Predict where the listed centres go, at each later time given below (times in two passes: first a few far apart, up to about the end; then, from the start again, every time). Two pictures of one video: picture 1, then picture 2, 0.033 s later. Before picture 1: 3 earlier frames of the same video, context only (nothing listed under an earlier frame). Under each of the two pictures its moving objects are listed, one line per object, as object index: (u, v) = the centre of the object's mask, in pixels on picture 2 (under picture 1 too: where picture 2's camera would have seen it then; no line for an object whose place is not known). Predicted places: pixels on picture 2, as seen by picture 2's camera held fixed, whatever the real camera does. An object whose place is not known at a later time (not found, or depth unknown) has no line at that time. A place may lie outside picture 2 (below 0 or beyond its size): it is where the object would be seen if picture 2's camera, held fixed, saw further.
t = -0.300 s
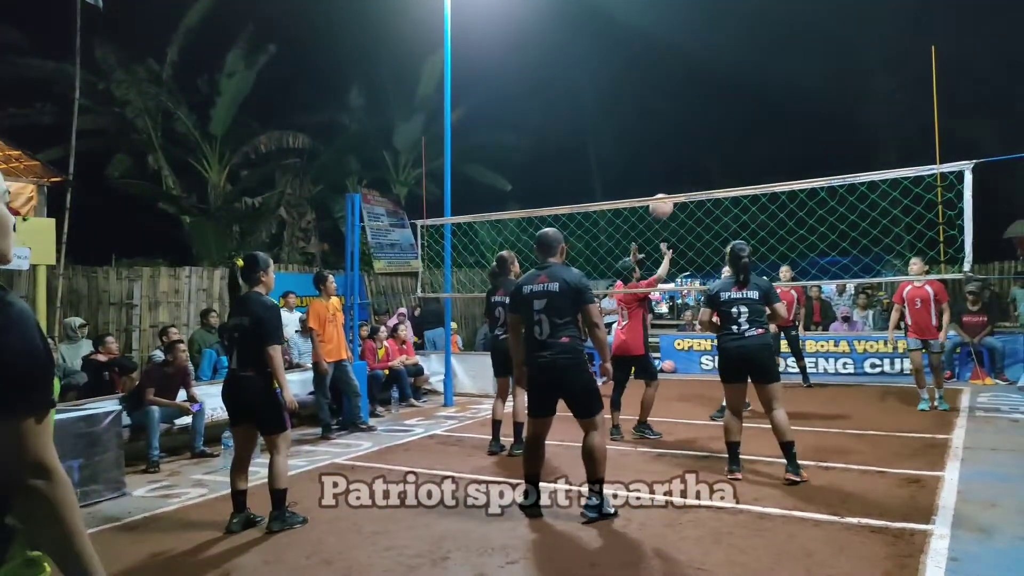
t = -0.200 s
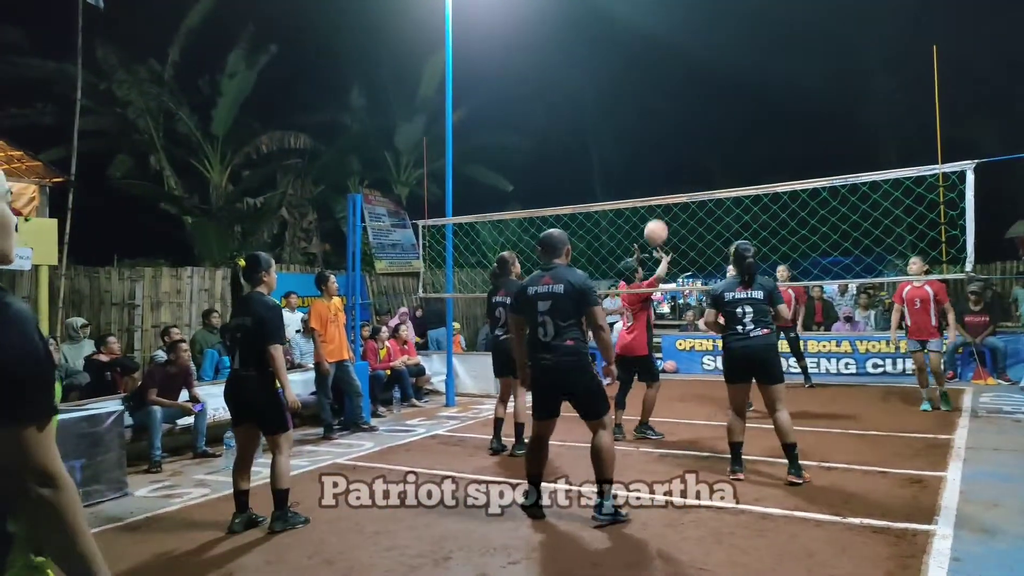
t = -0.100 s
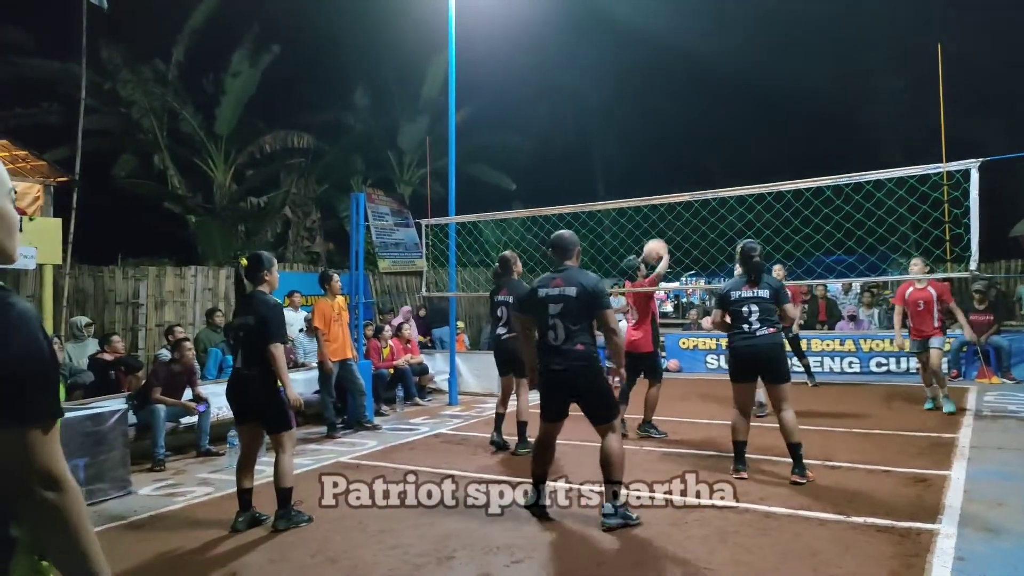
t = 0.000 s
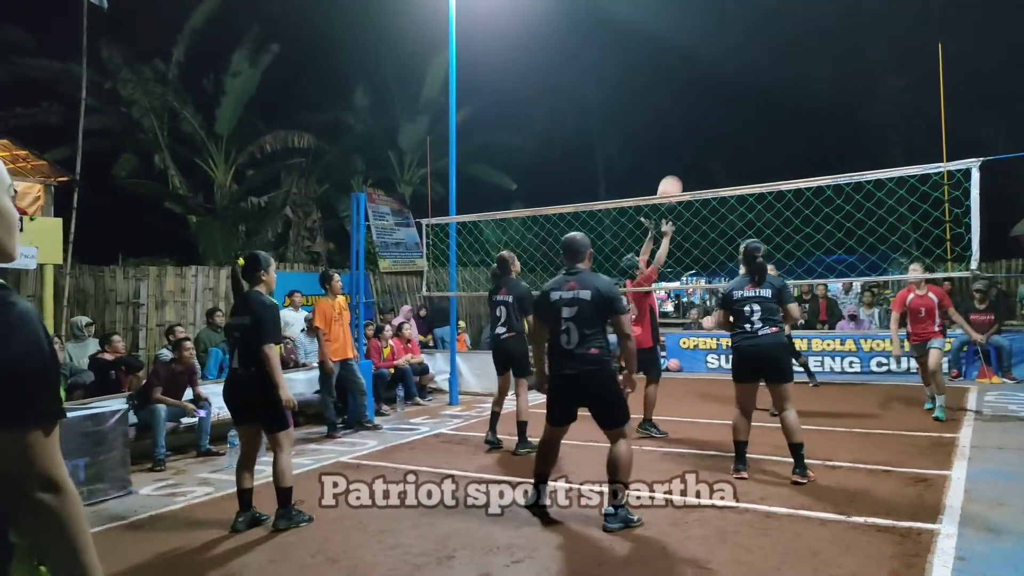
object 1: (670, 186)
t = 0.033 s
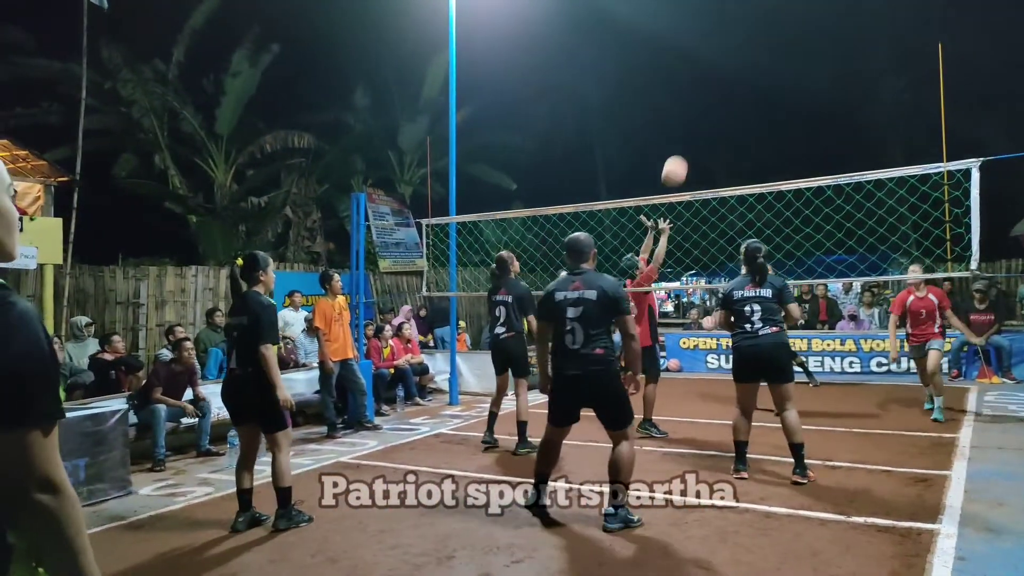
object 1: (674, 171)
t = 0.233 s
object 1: (707, 74)
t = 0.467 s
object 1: (748, 18)
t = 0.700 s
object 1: (790, 24)
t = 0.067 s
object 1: (680, 152)
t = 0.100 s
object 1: (685, 134)
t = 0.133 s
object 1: (691, 117)
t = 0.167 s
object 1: (696, 102)
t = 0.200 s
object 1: (702, 87)
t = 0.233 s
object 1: (707, 74)
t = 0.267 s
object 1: (713, 62)
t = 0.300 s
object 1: (719, 51)
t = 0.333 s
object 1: (725, 42)
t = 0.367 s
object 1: (731, 34)
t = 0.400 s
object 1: (736, 28)
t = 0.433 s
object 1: (742, 22)
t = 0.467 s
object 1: (748, 18)
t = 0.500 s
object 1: (754, 15)
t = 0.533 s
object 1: (759, 13)
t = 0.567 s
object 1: (765, 13)
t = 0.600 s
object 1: (771, 14)
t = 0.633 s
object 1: (777, 15)
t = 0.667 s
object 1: (783, 19)
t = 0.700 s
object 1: (790, 24)
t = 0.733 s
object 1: (796, 30)
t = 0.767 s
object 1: (802, 37)
